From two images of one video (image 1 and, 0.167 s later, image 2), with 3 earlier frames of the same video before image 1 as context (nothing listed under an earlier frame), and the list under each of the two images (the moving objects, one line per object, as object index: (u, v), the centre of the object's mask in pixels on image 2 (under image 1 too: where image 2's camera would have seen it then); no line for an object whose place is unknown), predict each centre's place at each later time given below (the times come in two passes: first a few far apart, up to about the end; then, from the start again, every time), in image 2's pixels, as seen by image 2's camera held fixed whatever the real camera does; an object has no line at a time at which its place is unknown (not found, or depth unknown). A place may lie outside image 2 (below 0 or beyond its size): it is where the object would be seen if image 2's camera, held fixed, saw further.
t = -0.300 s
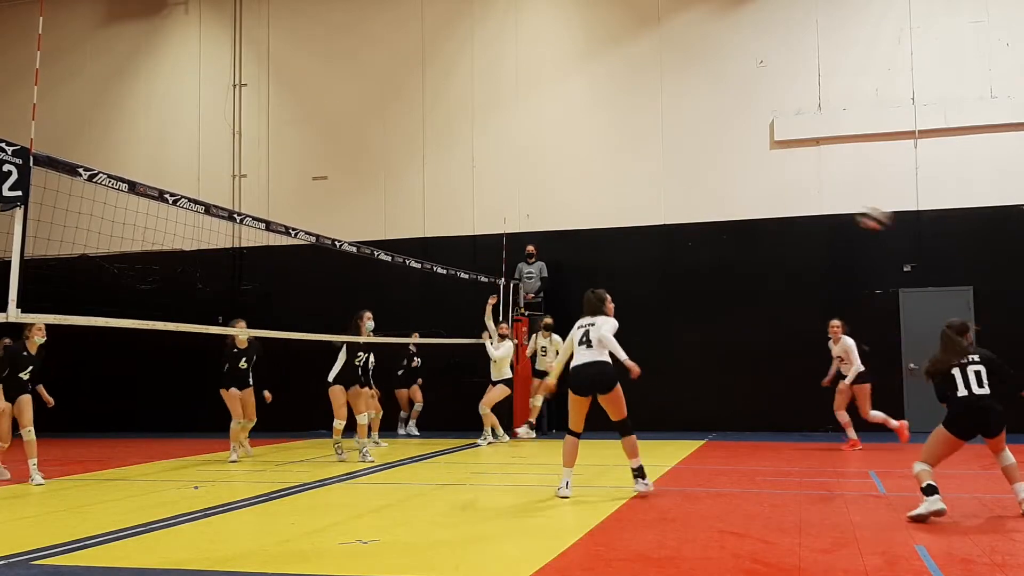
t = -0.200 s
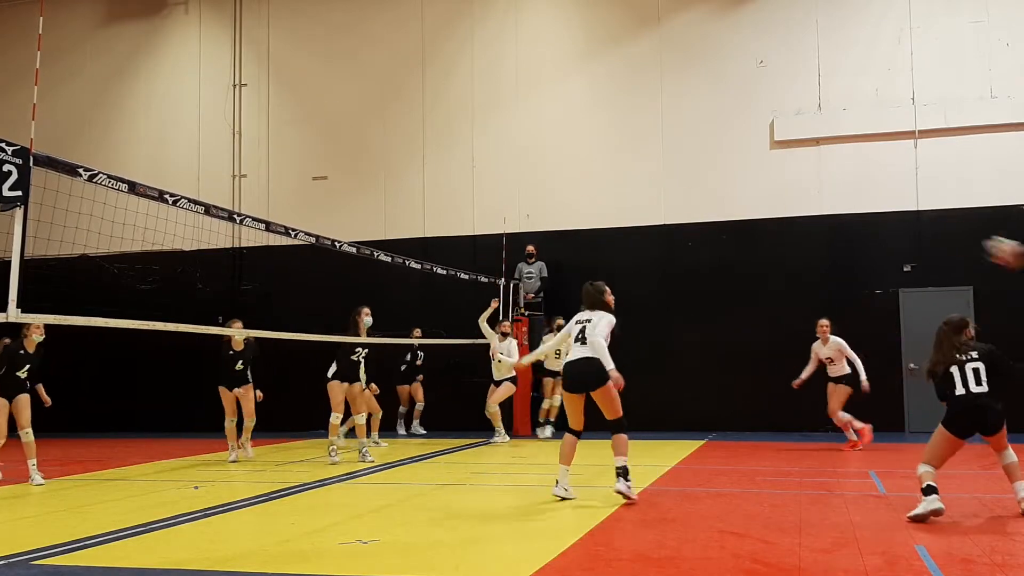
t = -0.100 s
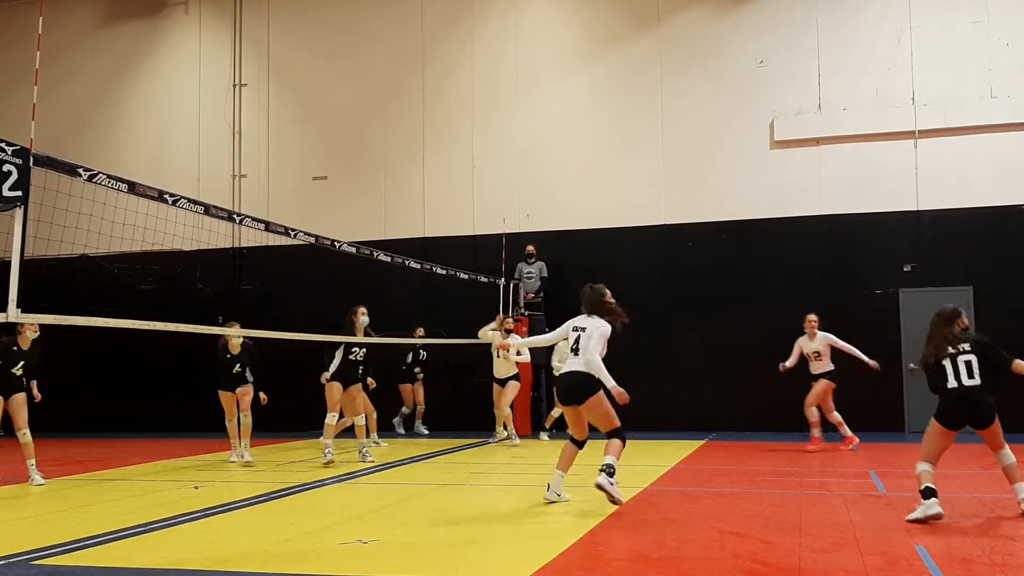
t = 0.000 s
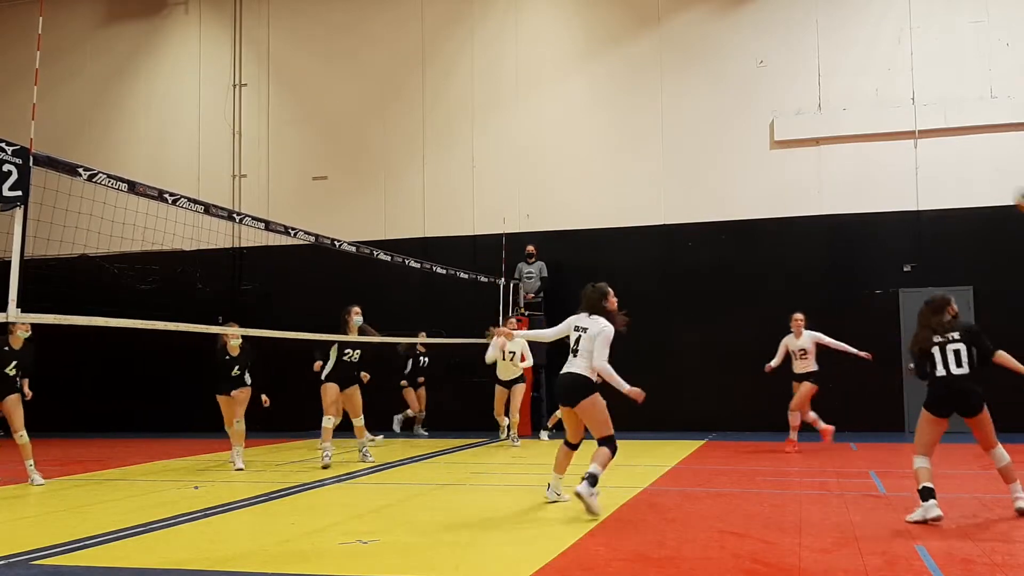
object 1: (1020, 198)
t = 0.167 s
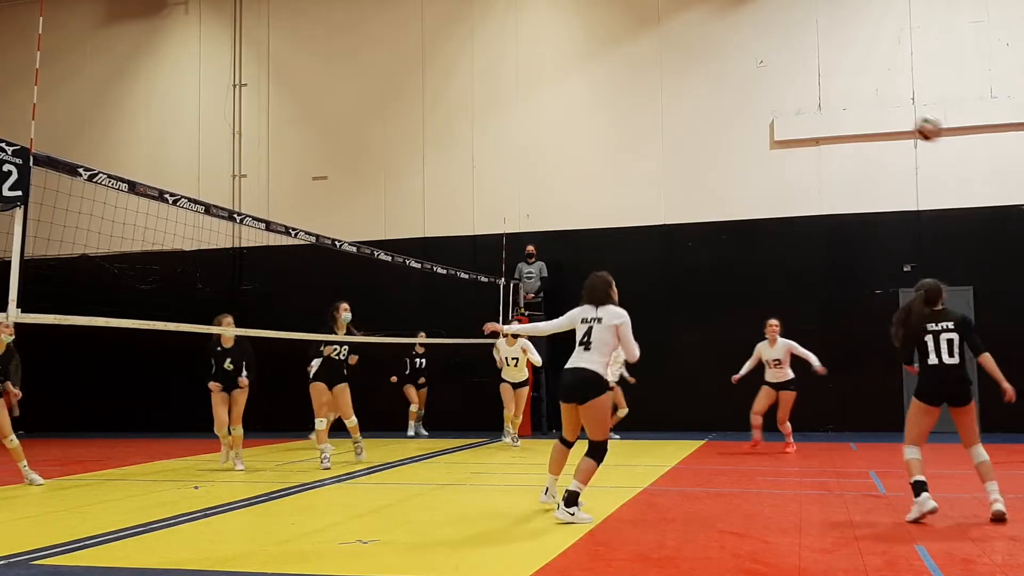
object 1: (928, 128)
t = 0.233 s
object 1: (891, 113)
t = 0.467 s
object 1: (780, 101)
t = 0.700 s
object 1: (689, 148)
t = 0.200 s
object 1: (909, 120)
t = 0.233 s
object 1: (891, 113)
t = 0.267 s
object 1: (874, 107)
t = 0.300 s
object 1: (856, 103)
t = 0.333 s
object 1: (840, 100)
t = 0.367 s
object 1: (824, 98)
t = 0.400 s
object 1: (809, 99)
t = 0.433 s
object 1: (794, 99)
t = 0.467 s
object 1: (780, 101)
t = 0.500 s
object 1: (766, 105)
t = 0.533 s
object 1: (752, 110)
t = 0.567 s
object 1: (738, 115)
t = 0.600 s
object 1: (725, 122)
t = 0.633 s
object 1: (712, 130)
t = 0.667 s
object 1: (700, 139)
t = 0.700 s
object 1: (689, 148)
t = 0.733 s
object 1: (678, 159)
